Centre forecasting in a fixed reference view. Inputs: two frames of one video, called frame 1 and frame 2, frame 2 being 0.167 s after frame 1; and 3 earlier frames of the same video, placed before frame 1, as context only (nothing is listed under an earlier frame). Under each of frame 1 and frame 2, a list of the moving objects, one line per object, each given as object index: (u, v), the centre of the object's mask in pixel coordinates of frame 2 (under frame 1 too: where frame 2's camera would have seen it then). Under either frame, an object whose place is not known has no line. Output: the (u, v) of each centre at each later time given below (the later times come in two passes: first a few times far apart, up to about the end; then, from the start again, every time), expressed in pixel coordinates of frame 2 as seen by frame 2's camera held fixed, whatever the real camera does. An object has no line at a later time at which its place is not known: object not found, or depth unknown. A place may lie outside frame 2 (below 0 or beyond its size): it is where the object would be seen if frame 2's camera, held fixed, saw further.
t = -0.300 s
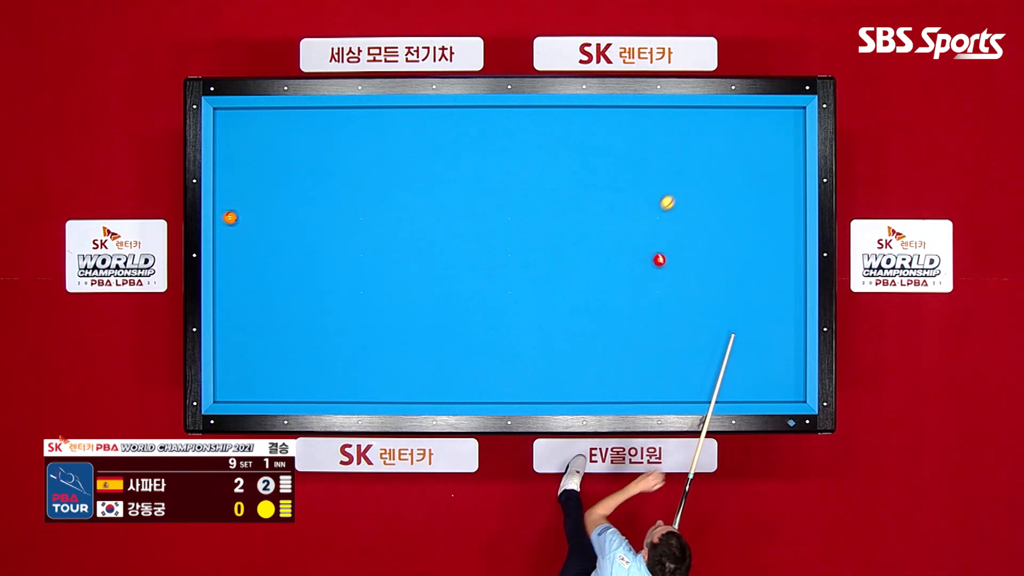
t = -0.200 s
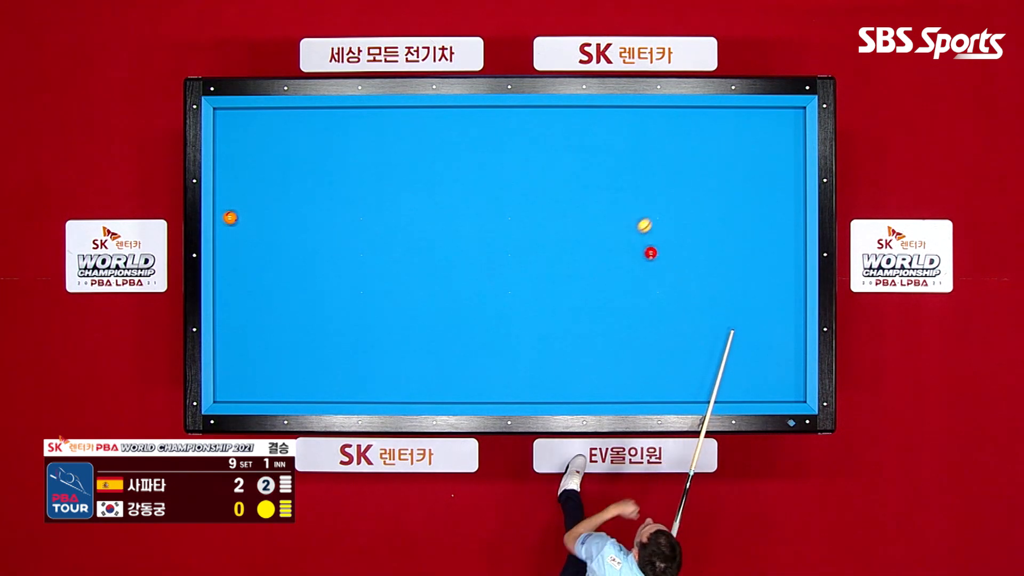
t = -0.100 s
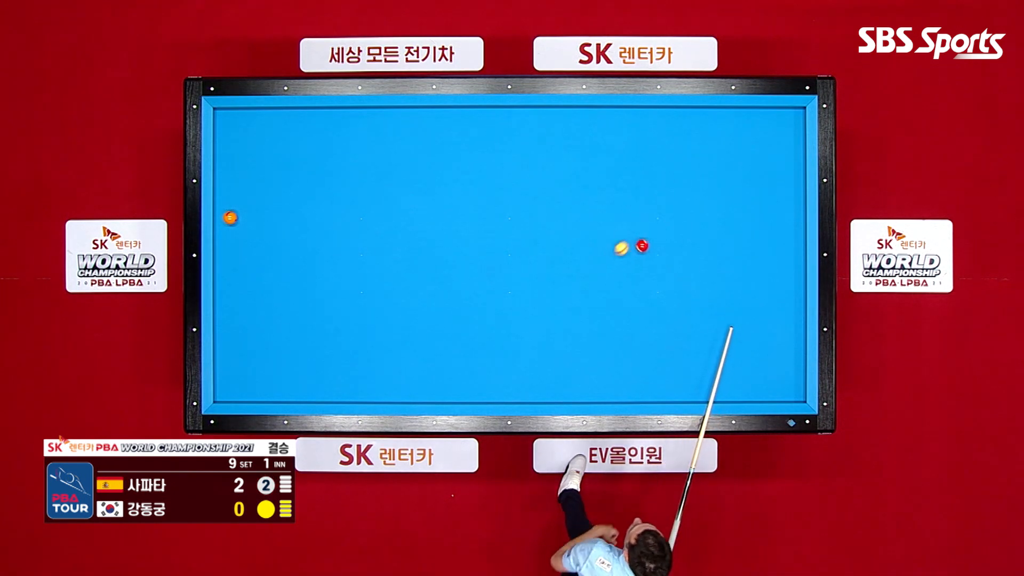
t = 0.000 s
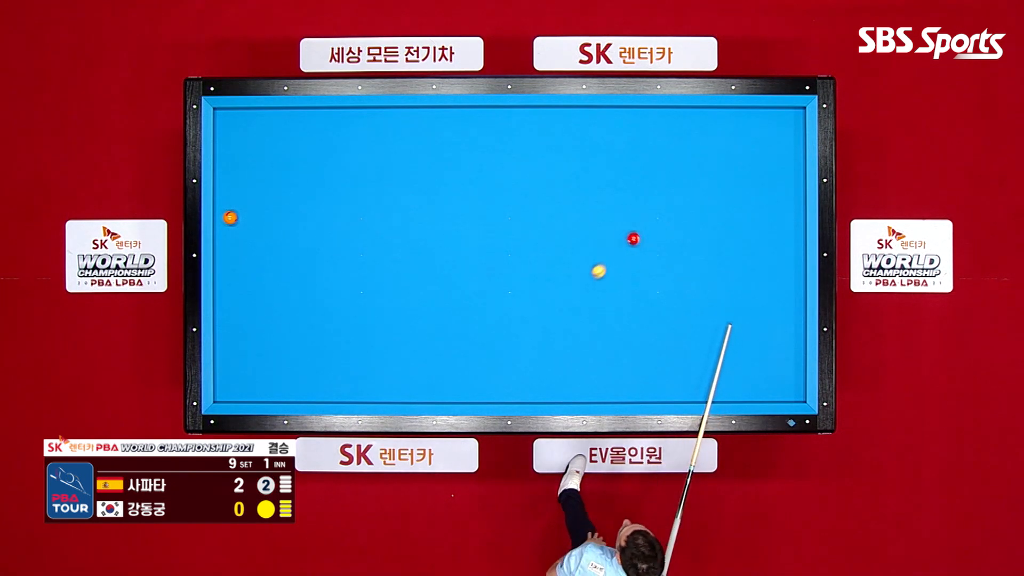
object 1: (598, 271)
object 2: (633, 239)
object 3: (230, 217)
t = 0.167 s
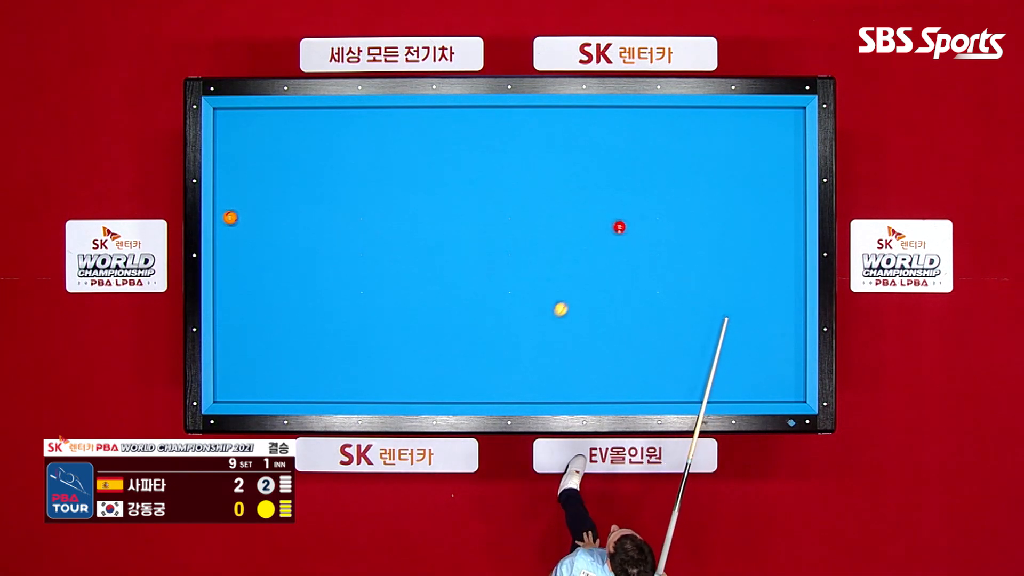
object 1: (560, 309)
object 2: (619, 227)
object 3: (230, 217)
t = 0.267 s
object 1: (538, 331)
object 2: (610, 220)
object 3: (230, 217)
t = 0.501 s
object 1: (485, 384)
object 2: (591, 204)
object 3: (230, 216)
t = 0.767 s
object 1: (442, 368)
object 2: (570, 187)
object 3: (230, 217)
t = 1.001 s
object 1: (408, 342)
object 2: (552, 172)
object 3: (230, 217)
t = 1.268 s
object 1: (370, 314)
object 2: (531, 155)
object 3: (230, 217)
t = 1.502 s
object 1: (337, 290)
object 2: (514, 141)
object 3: (230, 217)
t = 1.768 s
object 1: (301, 263)
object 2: (495, 125)
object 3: (230, 217)
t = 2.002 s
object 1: (269, 239)
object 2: (479, 112)
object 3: (230, 216)
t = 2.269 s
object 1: (242, 215)
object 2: (465, 120)
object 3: (222, 215)
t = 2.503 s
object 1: (237, 199)
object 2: (454, 127)
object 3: (231, 211)
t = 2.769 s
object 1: (232, 180)
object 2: (442, 135)
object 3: (246, 205)
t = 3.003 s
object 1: (227, 164)
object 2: (432, 141)
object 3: (259, 201)
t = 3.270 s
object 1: (222, 147)
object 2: (422, 149)
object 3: (273, 197)
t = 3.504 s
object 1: (220, 133)
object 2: (413, 154)
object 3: (285, 193)
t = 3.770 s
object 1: (222, 120)
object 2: (403, 161)
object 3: (298, 188)
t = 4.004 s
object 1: (225, 116)
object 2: (395, 167)
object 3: (308, 185)
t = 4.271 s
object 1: (228, 123)
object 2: (387, 173)
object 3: (320, 182)
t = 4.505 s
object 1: (229, 129)
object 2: (380, 177)
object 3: (330, 178)
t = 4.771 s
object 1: (231, 135)
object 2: (373, 183)
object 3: (340, 175)
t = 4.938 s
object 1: (232, 138)
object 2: (369, 186)
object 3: (346, 173)
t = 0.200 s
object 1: (553, 317)
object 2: (616, 225)
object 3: (230, 217)
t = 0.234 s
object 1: (545, 324)
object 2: (613, 223)
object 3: (230, 217)
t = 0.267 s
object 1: (538, 331)
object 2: (610, 220)
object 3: (230, 217)
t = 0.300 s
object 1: (530, 339)
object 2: (608, 218)
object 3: (230, 217)
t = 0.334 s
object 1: (523, 346)
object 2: (605, 215)
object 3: (230, 217)
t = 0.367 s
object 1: (515, 354)
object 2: (602, 213)
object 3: (230, 217)
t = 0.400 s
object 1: (508, 361)
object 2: (600, 211)
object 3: (230, 217)
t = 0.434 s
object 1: (500, 369)
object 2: (597, 209)
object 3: (230, 217)
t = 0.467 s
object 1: (493, 376)
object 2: (594, 207)
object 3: (230, 217)
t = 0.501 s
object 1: (485, 384)
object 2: (591, 204)
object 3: (230, 216)
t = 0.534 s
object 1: (478, 391)
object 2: (589, 202)
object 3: (230, 217)
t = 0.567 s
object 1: (470, 398)
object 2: (586, 200)
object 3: (230, 217)
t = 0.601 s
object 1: (465, 393)
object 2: (583, 198)
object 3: (230, 217)
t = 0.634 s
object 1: (461, 387)
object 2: (581, 195)
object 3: (230, 217)
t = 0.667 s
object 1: (456, 382)
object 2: (578, 193)
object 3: (230, 217)
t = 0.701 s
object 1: (451, 376)
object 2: (575, 191)
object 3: (230, 217)
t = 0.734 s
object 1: (447, 372)
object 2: (573, 189)
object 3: (230, 217)
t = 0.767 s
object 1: (442, 368)
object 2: (570, 187)
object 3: (230, 217)
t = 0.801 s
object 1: (437, 364)
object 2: (567, 184)
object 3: (230, 217)
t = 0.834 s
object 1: (433, 360)
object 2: (565, 182)
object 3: (230, 217)
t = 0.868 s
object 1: (427, 357)
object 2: (562, 180)
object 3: (230, 217)
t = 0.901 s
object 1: (422, 353)
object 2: (559, 178)
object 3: (230, 217)
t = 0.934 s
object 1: (418, 350)
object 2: (557, 176)
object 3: (230, 217)
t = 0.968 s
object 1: (413, 346)
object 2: (554, 174)
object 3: (230, 217)
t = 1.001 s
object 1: (408, 342)
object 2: (552, 172)
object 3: (230, 217)
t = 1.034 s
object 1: (403, 339)
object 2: (549, 169)
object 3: (230, 217)
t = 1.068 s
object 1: (399, 335)
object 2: (547, 167)
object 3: (230, 217)
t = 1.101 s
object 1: (394, 332)
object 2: (544, 165)
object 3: (230, 217)
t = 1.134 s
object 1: (389, 328)
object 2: (542, 163)
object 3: (230, 217)
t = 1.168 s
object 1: (384, 325)
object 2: (539, 161)
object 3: (230, 217)
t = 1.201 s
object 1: (379, 321)
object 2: (537, 159)
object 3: (230, 217)
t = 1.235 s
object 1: (375, 318)
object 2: (534, 157)
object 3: (230, 217)
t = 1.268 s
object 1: (370, 314)
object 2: (531, 155)
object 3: (230, 217)
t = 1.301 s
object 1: (365, 311)
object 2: (529, 153)
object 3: (230, 217)
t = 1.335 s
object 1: (360, 307)
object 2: (526, 151)
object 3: (230, 217)
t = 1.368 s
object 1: (356, 304)
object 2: (524, 149)
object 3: (230, 217)
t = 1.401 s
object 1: (351, 300)
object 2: (521, 147)
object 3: (230, 217)
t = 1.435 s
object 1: (346, 297)
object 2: (519, 145)
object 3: (230, 217)
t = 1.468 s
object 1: (342, 293)
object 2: (517, 143)
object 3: (230, 217)
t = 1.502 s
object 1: (337, 290)
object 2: (514, 141)
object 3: (230, 217)
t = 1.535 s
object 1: (332, 286)
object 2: (512, 139)
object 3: (230, 217)
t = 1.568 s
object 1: (328, 283)
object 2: (509, 137)
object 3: (230, 217)
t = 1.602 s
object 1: (323, 280)
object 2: (507, 135)
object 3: (230, 217)
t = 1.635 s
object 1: (319, 276)
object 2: (504, 132)
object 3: (230, 217)
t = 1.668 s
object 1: (314, 273)
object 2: (502, 131)
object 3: (230, 217)
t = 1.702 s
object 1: (310, 270)
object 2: (500, 129)
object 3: (230, 217)
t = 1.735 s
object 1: (305, 266)
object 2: (497, 127)
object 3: (230, 217)
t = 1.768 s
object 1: (301, 263)
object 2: (495, 125)
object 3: (230, 217)
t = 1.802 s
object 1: (296, 259)
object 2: (492, 123)
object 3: (230, 217)
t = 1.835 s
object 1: (291, 256)
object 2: (490, 121)
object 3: (230, 217)
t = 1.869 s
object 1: (287, 253)
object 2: (488, 119)
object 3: (230, 217)
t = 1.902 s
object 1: (283, 249)
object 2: (485, 117)
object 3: (230, 216)
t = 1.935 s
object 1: (278, 246)
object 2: (483, 115)
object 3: (230, 216)
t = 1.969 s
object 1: (274, 243)
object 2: (481, 113)
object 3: (230, 217)
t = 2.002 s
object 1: (269, 239)
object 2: (479, 112)
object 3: (230, 216)
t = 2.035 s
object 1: (265, 236)
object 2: (477, 113)
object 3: (230, 216)
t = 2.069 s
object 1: (260, 233)
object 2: (475, 114)
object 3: (230, 216)
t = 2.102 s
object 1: (256, 229)
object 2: (473, 115)
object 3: (230, 216)
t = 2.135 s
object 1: (252, 226)
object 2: (472, 116)
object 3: (230, 216)
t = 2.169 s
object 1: (247, 223)
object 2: (470, 117)
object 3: (230, 217)
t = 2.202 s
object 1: (243, 220)
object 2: (469, 118)
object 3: (230, 217)
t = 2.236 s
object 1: (242, 217)
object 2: (467, 119)
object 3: (226, 216)
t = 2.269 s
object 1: (242, 215)
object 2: (465, 120)
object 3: (222, 215)
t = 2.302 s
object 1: (242, 213)
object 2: (464, 121)
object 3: (219, 215)
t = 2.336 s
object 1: (241, 210)
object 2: (462, 122)
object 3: (221, 214)
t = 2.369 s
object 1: (240, 208)
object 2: (460, 123)
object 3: (223, 213)
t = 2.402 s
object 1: (240, 206)
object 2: (459, 124)
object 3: (225, 213)
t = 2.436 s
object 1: (239, 203)
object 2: (457, 125)
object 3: (227, 212)
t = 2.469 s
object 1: (238, 201)
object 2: (456, 126)
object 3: (229, 211)
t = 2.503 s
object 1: (237, 199)
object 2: (454, 127)
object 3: (231, 211)
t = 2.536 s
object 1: (237, 196)
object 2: (453, 128)
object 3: (233, 210)
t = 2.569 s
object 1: (236, 194)
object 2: (451, 129)
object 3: (235, 210)
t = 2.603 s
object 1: (235, 192)
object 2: (450, 130)
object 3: (236, 209)
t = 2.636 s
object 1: (235, 189)
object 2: (448, 131)
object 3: (238, 208)
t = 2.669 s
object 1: (234, 187)
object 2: (447, 132)
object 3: (240, 207)
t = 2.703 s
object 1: (233, 185)
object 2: (445, 133)
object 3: (242, 207)
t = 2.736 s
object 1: (233, 182)
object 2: (444, 134)
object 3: (244, 206)
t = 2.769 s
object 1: (232, 180)
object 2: (442, 135)
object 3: (246, 205)
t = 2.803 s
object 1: (231, 178)
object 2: (441, 136)
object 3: (248, 205)
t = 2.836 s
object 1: (230, 175)
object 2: (439, 137)
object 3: (250, 204)
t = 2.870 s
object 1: (230, 173)
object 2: (438, 138)
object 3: (252, 203)
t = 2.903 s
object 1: (229, 171)
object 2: (437, 139)
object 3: (253, 203)
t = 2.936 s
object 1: (229, 169)
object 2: (435, 139)
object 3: (255, 202)
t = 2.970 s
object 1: (228, 167)
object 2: (434, 140)
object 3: (257, 202)
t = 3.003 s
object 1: (227, 164)
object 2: (432, 141)
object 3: (259, 201)
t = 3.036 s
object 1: (226, 162)
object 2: (431, 143)
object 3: (261, 201)
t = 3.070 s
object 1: (226, 160)
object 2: (429, 143)
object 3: (262, 200)
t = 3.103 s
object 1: (225, 158)
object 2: (428, 144)
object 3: (264, 199)
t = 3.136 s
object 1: (225, 155)
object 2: (427, 145)
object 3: (266, 199)
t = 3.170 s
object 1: (224, 153)
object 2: (426, 146)
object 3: (268, 198)
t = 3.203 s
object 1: (223, 151)
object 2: (424, 147)
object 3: (270, 198)
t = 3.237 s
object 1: (223, 149)
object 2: (423, 148)
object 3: (271, 197)
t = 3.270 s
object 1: (222, 147)
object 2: (422, 149)
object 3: (273, 197)
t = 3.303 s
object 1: (221, 145)
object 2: (420, 149)
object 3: (275, 196)
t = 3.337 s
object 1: (220, 143)
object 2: (419, 150)
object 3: (276, 196)
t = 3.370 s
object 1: (220, 141)
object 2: (418, 151)
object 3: (278, 195)
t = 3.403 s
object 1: (219, 139)
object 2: (416, 152)
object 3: (280, 194)
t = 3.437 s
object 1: (219, 137)
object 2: (415, 153)
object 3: (282, 194)
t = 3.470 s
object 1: (219, 135)
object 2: (414, 154)
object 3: (283, 193)
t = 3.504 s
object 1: (220, 133)
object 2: (413, 154)
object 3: (285, 193)
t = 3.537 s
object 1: (220, 132)
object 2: (411, 155)
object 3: (286, 192)
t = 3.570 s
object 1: (221, 130)
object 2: (410, 156)
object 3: (288, 191)
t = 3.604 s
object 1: (221, 128)
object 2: (409, 157)
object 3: (290, 191)
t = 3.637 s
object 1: (221, 127)
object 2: (408, 157)
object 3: (291, 191)
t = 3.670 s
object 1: (221, 125)
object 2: (406, 158)
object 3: (293, 190)
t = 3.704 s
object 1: (222, 123)
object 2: (405, 159)
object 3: (294, 190)
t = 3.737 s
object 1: (222, 121)
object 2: (404, 160)
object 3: (296, 189)
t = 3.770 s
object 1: (222, 120)
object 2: (403, 161)
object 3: (298, 188)
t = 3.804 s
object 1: (223, 118)
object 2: (402, 162)
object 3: (299, 188)
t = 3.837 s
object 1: (223, 116)
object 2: (401, 162)
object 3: (301, 188)
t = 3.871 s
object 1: (224, 115)
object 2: (400, 163)
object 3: (302, 187)
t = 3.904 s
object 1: (224, 113)
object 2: (399, 164)
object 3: (304, 186)
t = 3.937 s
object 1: (224, 114)
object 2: (397, 165)
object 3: (305, 186)
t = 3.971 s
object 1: (225, 115)
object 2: (396, 166)
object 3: (307, 186)
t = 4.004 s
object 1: (225, 116)
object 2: (395, 167)
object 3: (308, 185)
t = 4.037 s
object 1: (226, 117)
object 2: (394, 167)
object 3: (310, 185)
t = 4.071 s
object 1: (226, 118)
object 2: (393, 168)
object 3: (311, 184)
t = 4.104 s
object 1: (226, 119)
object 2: (392, 169)
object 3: (313, 184)
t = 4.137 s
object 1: (227, 120)
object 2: (391, 170)
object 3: (314, 183)
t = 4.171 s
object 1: (227, 120)
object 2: (390, 170)
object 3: (316, 183)
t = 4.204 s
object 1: (227, 121)
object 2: (389, 171)
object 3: (317, 182)
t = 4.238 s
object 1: (227, 122)
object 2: (388, 172)
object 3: (319, 182)
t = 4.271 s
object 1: (228, 123)
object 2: (387, 173)
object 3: (320, 182)
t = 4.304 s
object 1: (228, 124)
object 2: (386, 173)
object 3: (322, 181)
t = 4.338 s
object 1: (228, 125)
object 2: (385, 174)
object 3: (323, 181)
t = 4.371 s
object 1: (229, 126)
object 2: (384, 175)
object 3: (324, 180)
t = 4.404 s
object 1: (229, 127)
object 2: (383, 175)
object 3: (326, 180)
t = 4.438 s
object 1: (229, 127)
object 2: (382, 176)
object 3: (327, 179)
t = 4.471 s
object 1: (229, 128)
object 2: (381, 177)
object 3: (328, 179)
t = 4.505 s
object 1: (229, 129)
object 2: (380, 177)
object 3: (330, 178)
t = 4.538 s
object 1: (230, 129)
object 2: (379, 178)
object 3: (331, 178)
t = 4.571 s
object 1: (230, 130)
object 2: (378, 179)
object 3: (332, 178)
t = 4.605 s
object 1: (230, 131)
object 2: (377, 179)
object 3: (334, 177)
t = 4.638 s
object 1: (230, 132)
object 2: (376, 180)
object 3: (335, 177)
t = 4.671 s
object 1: (231, 132)
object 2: (375, 181)
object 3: (337, 176)
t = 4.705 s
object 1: (231, 133)
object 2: (374, 181)
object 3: (338, 176)
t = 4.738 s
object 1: (231, 134)
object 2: (374, 182)
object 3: (339, 175)
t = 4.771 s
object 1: (231, 135)
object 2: (373, 183)
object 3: (340, 175)
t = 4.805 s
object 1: (232, 135)
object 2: (372, 184)
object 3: (342, 175)
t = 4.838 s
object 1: (232, 136)
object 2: (371, 184)
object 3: (343, 174)
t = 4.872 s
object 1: (232, 136)
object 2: (370, 185)
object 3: (344, 174)
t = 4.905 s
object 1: (232, 137)
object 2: (369, 186)
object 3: (345, 174)
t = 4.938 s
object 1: (232, 138)
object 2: (369, 186)
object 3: (346, 173)
